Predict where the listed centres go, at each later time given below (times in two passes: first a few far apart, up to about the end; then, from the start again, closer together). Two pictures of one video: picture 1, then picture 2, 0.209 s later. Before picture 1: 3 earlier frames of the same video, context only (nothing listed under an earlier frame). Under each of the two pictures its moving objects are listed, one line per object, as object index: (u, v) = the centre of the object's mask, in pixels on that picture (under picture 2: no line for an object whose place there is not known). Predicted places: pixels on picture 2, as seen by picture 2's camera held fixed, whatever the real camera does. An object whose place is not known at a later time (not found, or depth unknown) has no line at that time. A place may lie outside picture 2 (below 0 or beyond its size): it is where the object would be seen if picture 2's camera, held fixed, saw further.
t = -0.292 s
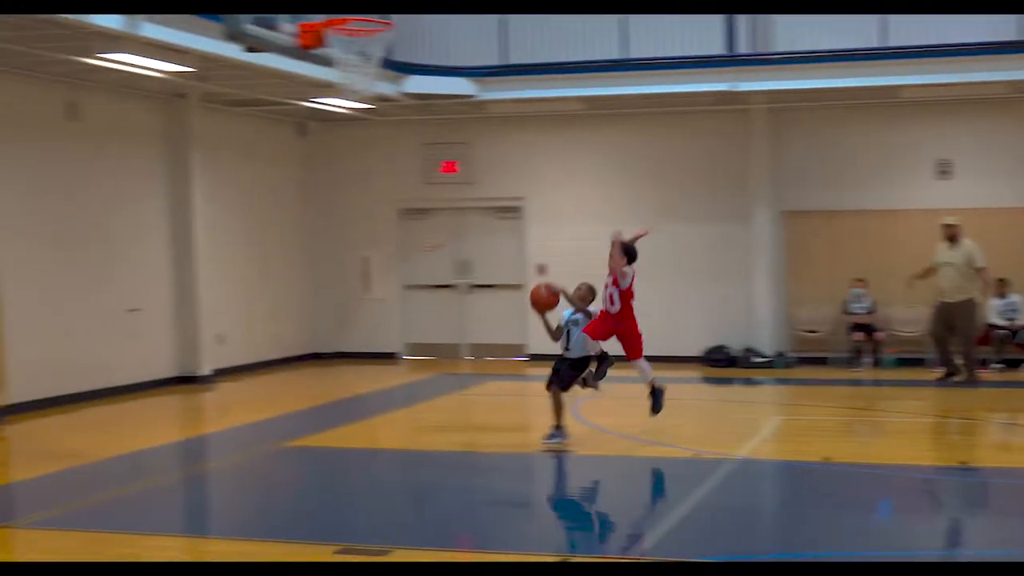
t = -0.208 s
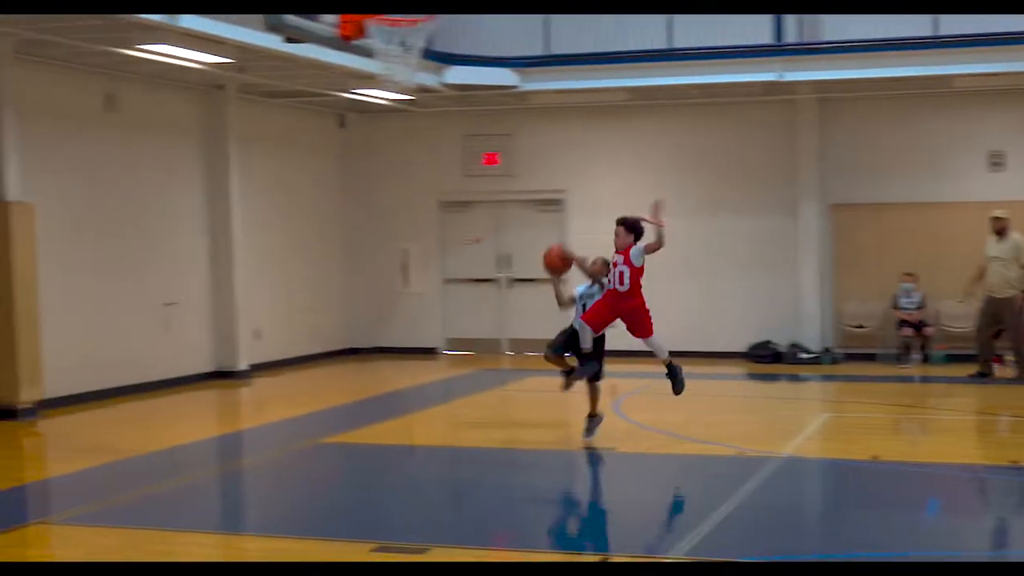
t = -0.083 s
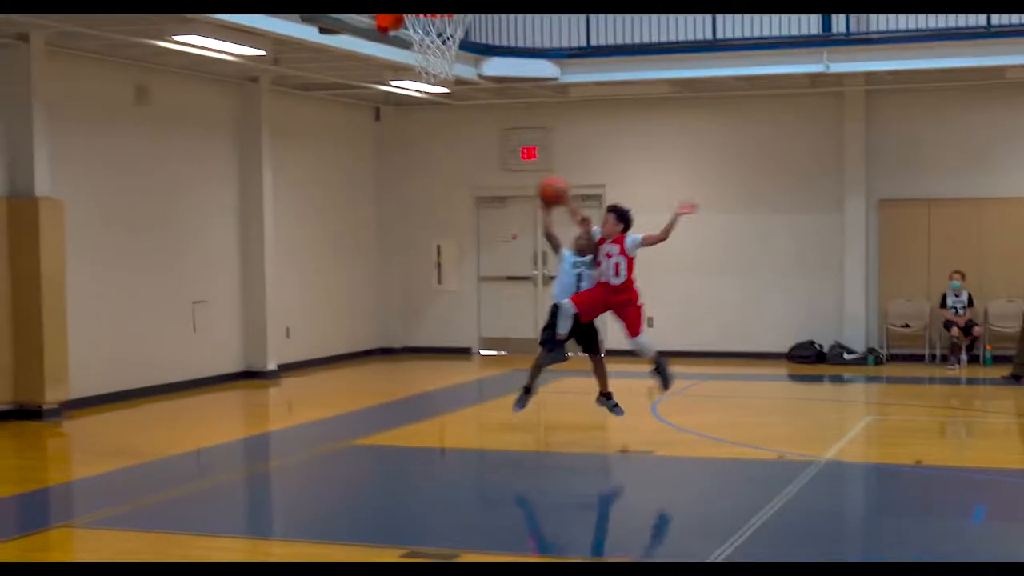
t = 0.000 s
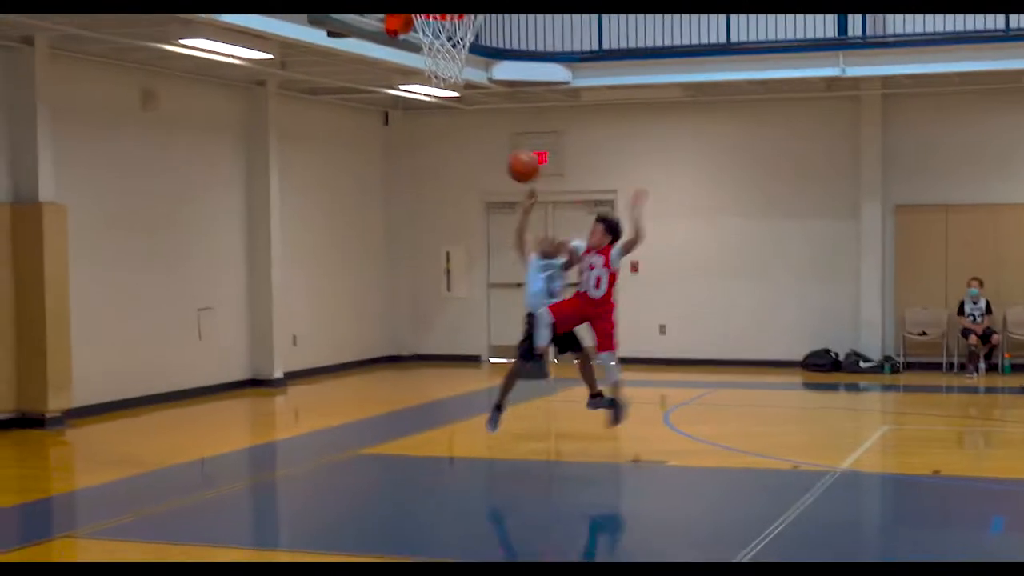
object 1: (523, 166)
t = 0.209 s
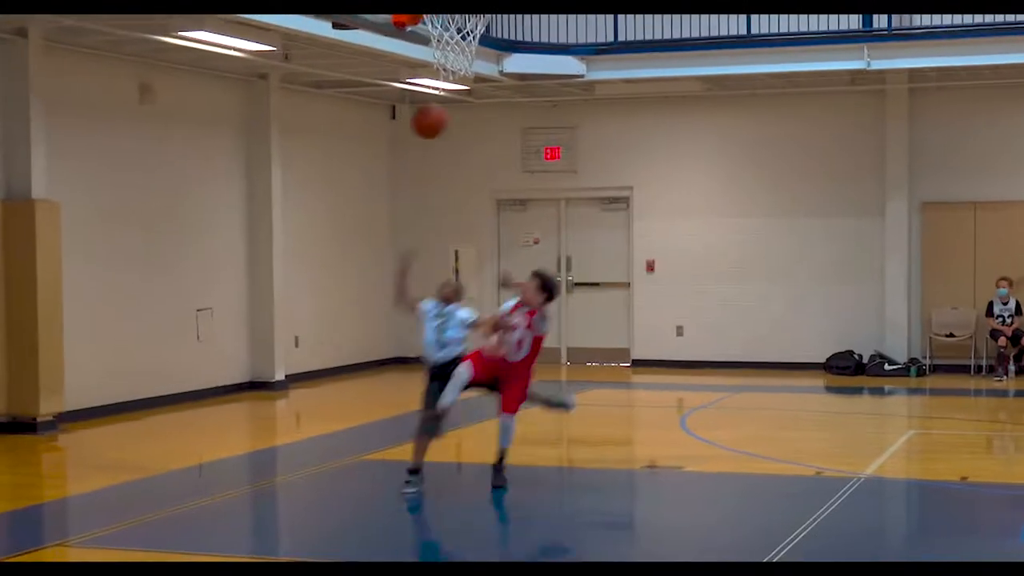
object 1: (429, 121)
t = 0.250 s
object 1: (406, 120)
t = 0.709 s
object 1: (129, 300)
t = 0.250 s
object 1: (406, 120)
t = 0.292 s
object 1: (383, 122)
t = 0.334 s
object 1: (360, 126)
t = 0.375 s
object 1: (337, 134)
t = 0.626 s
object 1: (183, 236)
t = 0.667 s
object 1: (156, 267)
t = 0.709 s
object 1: (129, 300)
